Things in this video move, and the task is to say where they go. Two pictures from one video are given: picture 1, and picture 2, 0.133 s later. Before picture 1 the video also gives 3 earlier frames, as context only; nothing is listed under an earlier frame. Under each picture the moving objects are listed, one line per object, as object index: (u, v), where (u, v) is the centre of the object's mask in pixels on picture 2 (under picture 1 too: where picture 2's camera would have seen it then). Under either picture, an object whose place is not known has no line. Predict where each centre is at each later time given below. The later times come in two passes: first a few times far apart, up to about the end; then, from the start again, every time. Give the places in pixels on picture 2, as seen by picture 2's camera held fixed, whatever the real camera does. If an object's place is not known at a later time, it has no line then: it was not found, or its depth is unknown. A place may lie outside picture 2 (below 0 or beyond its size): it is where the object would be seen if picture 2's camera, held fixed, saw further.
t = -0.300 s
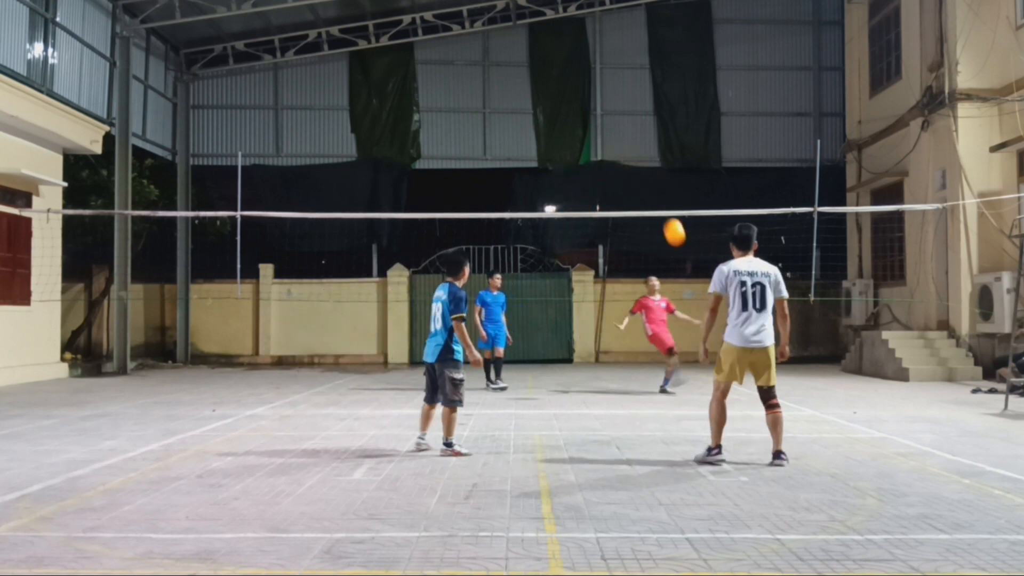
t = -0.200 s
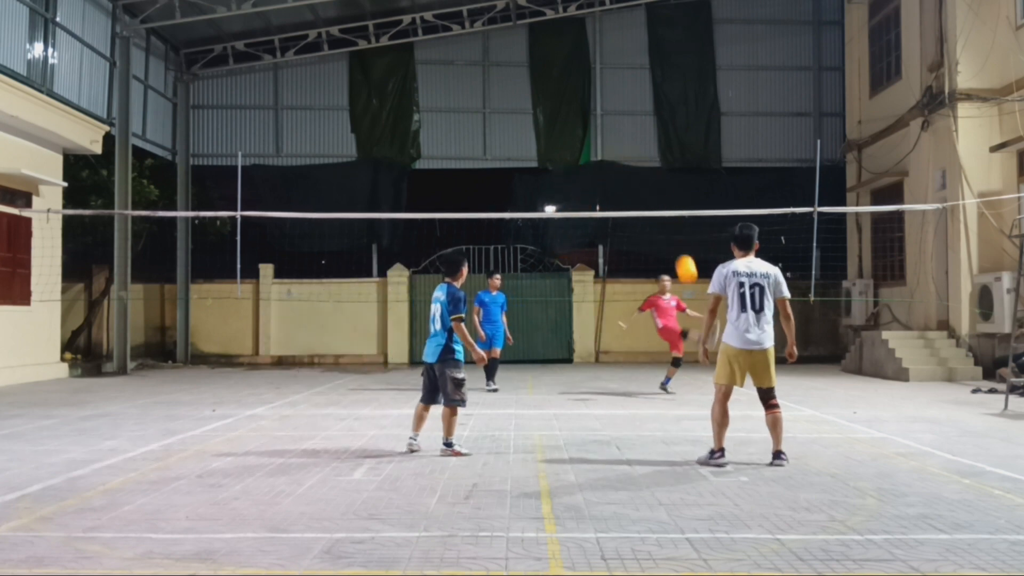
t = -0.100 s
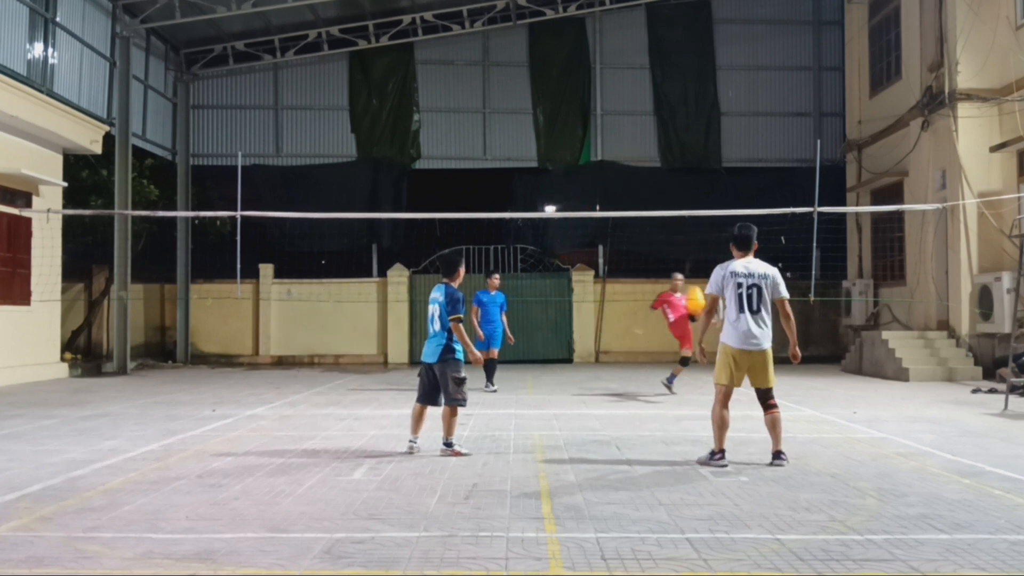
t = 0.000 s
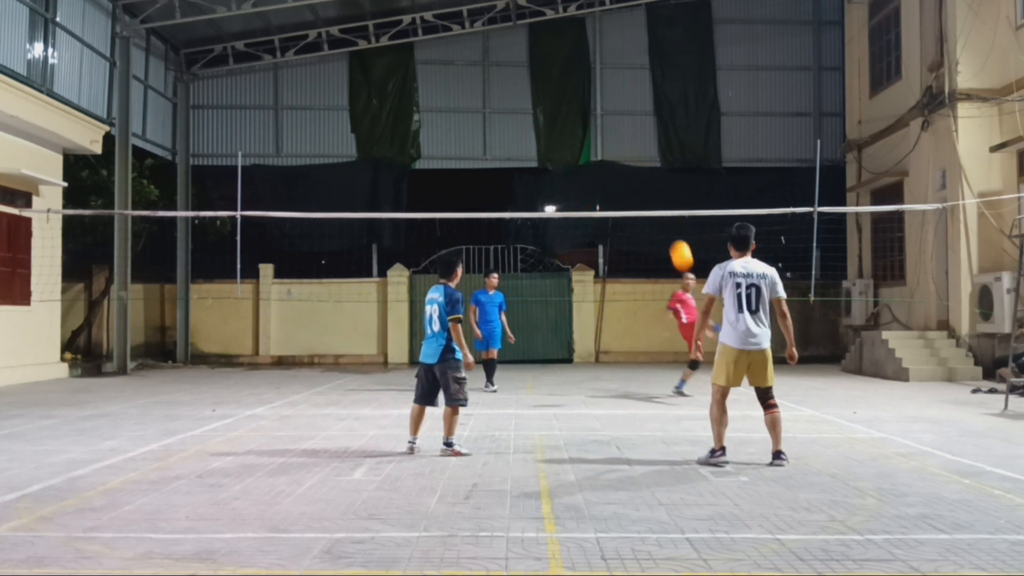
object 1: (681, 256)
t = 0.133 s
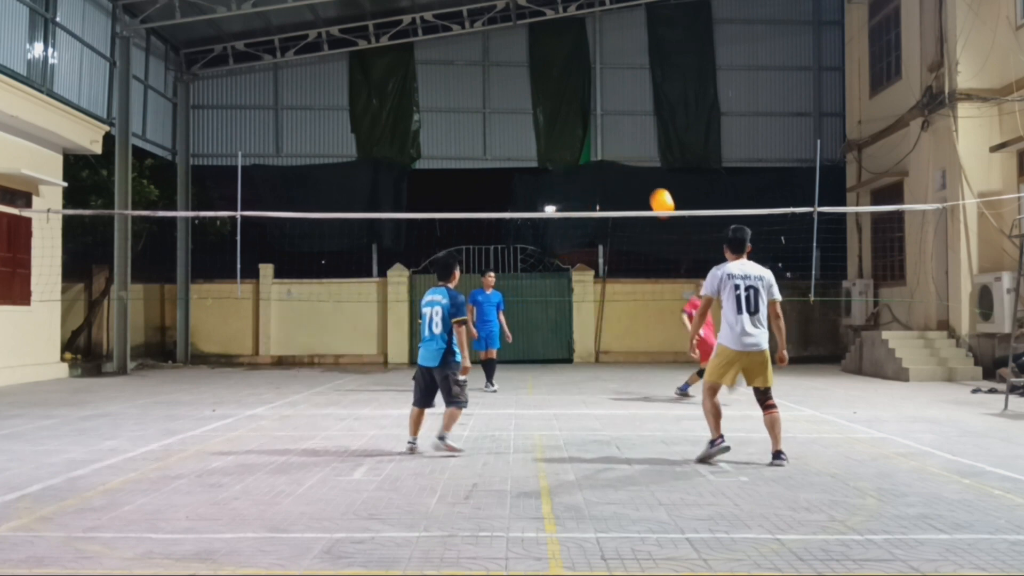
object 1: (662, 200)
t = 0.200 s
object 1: (652, 182)
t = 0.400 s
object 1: (620, 135)
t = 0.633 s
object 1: (577, 126)
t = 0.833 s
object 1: (536, 166)
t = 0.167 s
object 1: (657, 192)
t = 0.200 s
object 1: (652, 182)
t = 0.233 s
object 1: (647, 172)
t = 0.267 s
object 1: (642, 163)
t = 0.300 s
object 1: (636, 155)
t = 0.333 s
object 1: (631, 148)
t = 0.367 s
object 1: (625, 141)
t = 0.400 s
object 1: (620, 135)
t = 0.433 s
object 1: (614, 131)
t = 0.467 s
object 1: (608, 127)
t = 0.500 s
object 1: (602, 125)
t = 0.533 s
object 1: (596, 123)
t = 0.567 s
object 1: (590, 123)
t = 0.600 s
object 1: (583, 124)
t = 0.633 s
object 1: (577, 126)
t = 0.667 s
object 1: (570, 129)
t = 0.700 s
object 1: (564, 134)
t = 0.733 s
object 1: (557, 140)
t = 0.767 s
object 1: (550, 147)
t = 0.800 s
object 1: (544, 156)
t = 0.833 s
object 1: (536, 166)
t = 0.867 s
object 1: (529, 178)
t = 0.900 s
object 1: (522, 191)
